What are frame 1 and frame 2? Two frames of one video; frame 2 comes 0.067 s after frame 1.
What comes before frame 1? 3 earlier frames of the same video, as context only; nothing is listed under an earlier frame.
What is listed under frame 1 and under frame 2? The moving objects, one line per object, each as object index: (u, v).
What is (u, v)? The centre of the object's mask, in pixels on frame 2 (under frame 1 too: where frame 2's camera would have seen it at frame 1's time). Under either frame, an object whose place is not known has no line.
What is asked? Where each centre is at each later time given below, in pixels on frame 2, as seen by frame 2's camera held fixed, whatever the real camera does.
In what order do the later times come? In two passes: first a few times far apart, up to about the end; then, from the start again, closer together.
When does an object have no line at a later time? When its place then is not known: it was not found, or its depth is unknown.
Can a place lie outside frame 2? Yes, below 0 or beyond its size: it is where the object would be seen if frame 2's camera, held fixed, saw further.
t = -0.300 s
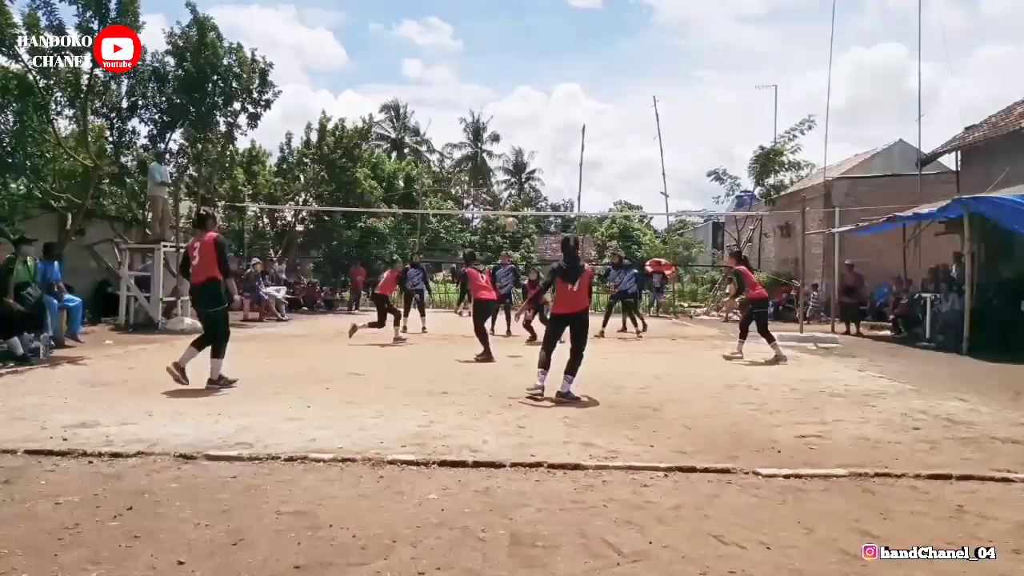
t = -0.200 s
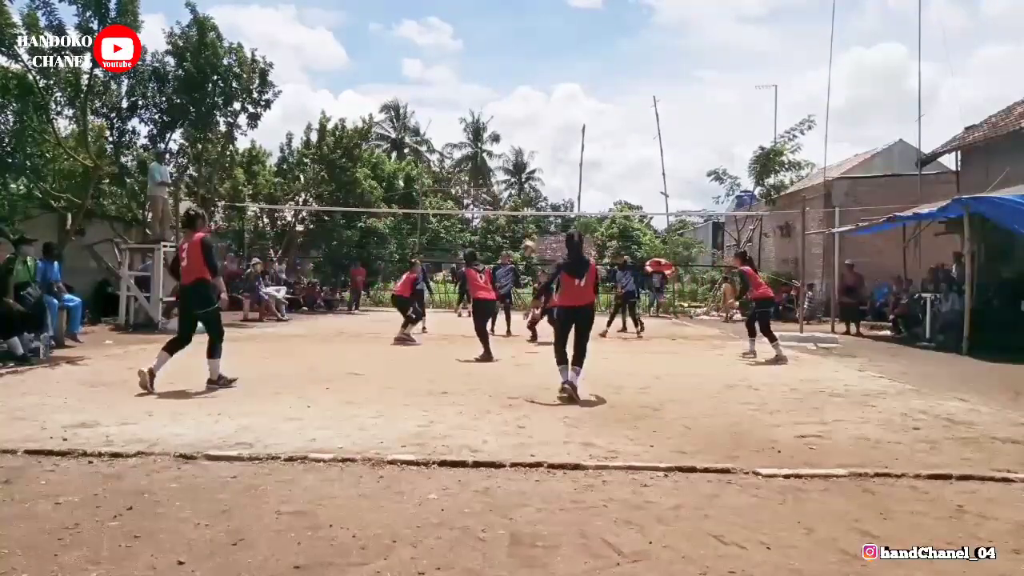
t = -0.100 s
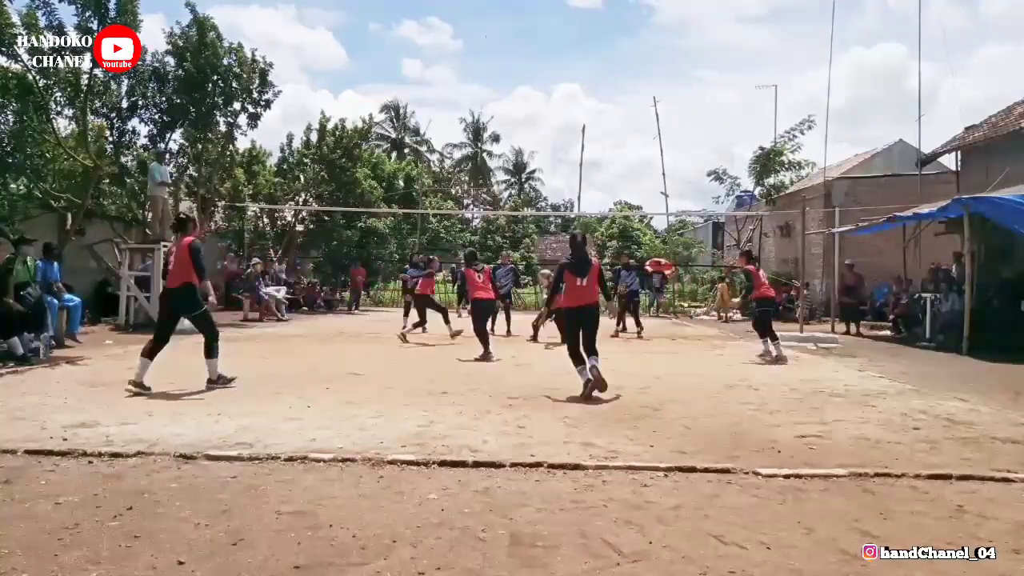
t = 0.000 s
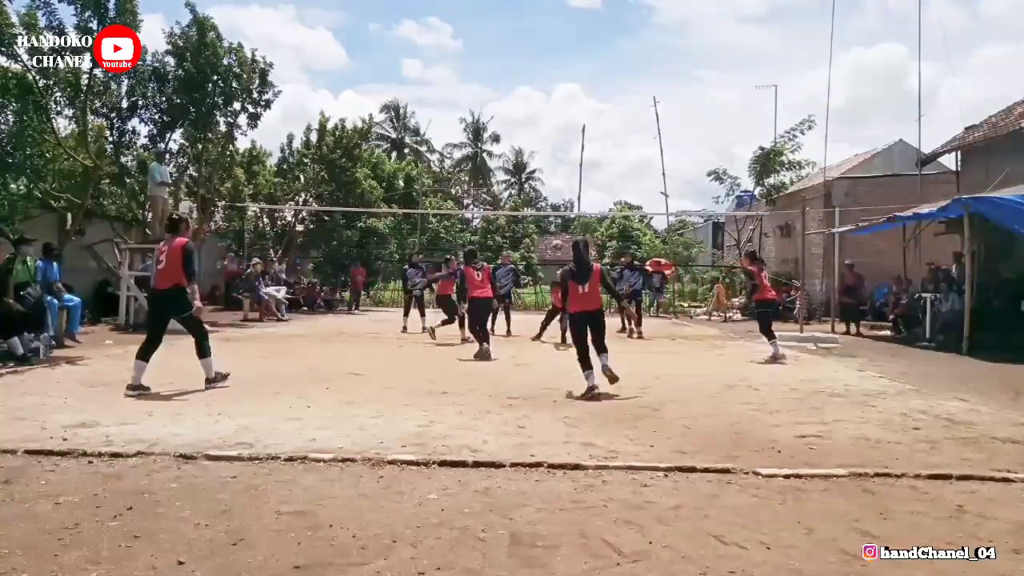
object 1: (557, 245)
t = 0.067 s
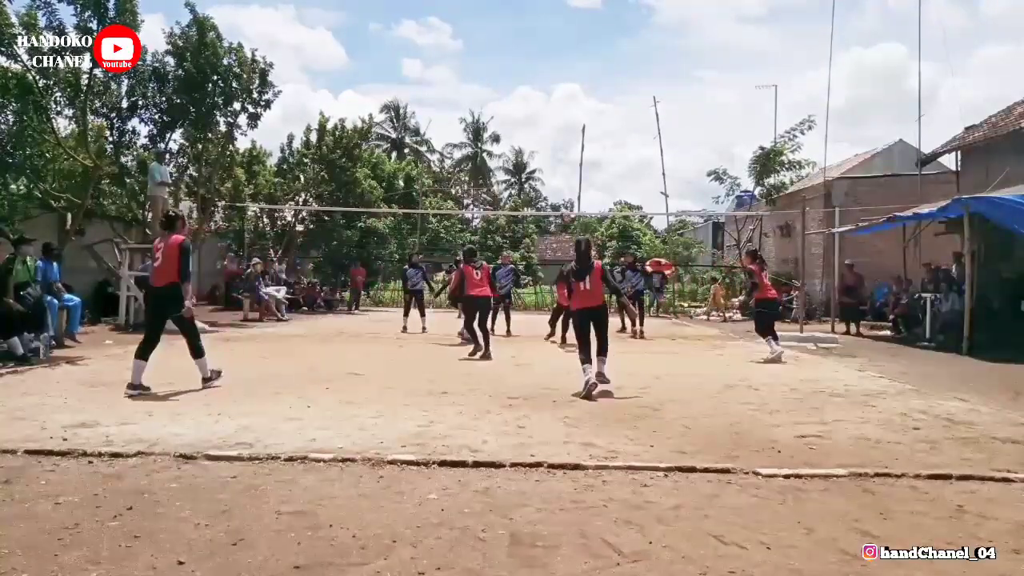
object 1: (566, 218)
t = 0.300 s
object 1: (588, 131)
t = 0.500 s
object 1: (608, 86)
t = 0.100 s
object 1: (567, 203)
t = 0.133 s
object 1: (571, 189)
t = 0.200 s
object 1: (578, 164)
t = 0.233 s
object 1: (581, 152)
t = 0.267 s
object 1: (585, 141)
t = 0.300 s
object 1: (588, 131)
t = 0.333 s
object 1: (591, 121)
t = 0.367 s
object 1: (595, 113)
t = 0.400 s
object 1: (598, 105)
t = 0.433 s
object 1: (602, 97)
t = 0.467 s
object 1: (605, 91)
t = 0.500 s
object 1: (608, 86)
